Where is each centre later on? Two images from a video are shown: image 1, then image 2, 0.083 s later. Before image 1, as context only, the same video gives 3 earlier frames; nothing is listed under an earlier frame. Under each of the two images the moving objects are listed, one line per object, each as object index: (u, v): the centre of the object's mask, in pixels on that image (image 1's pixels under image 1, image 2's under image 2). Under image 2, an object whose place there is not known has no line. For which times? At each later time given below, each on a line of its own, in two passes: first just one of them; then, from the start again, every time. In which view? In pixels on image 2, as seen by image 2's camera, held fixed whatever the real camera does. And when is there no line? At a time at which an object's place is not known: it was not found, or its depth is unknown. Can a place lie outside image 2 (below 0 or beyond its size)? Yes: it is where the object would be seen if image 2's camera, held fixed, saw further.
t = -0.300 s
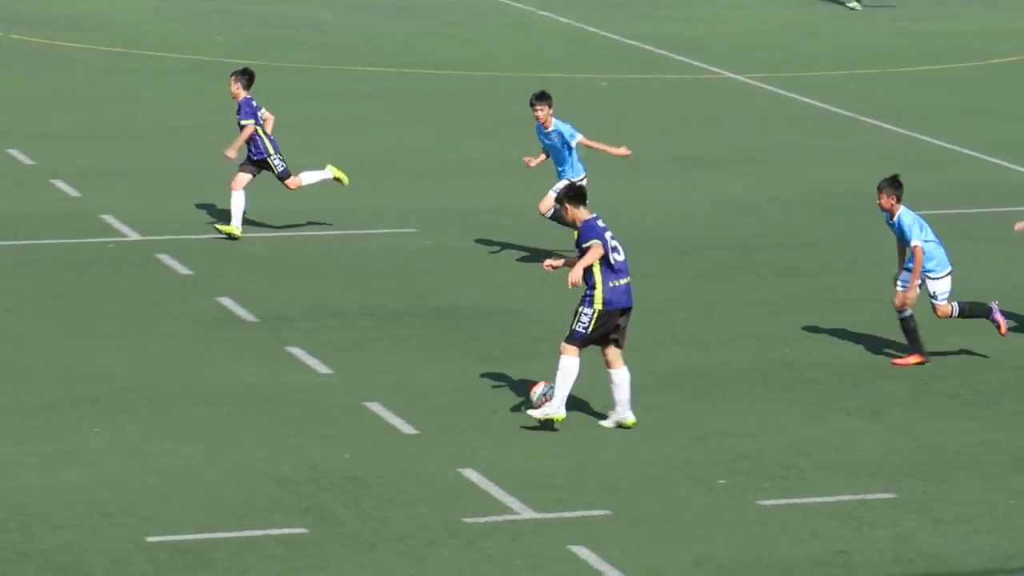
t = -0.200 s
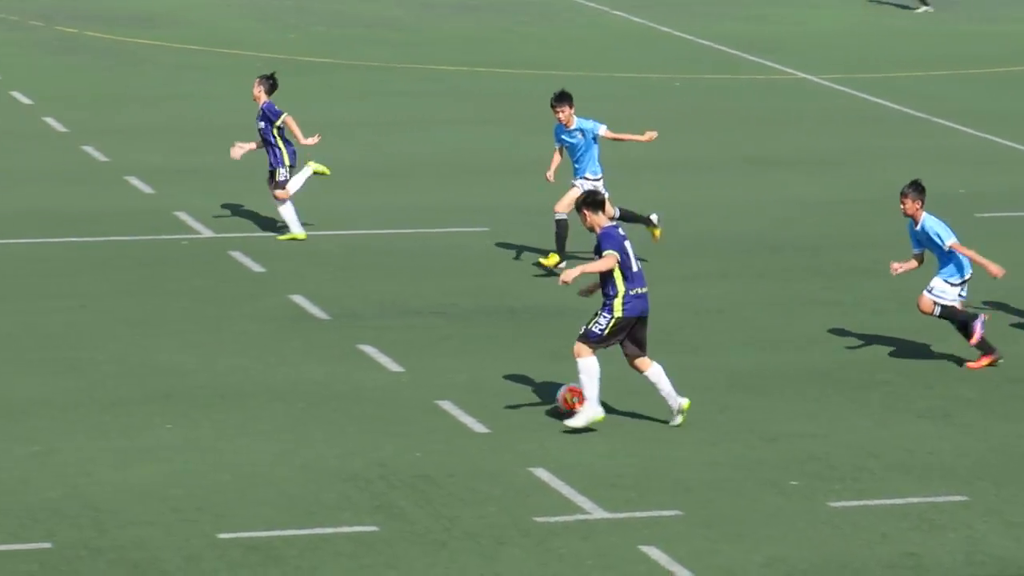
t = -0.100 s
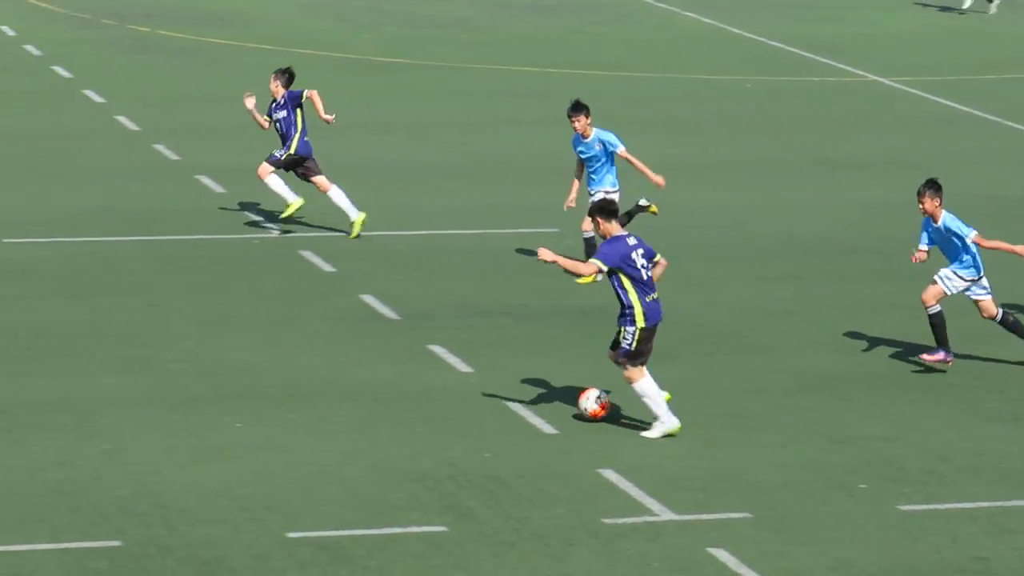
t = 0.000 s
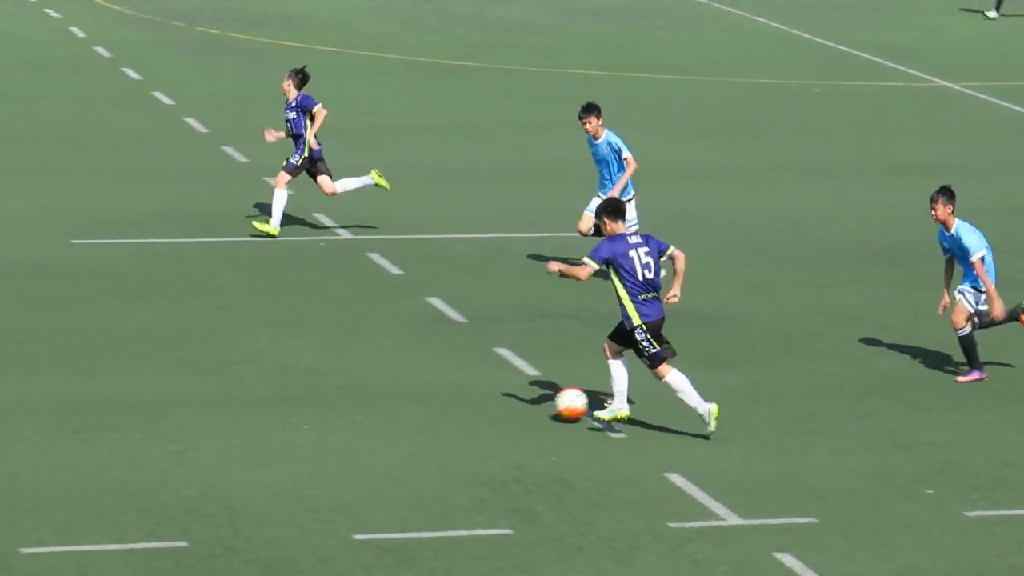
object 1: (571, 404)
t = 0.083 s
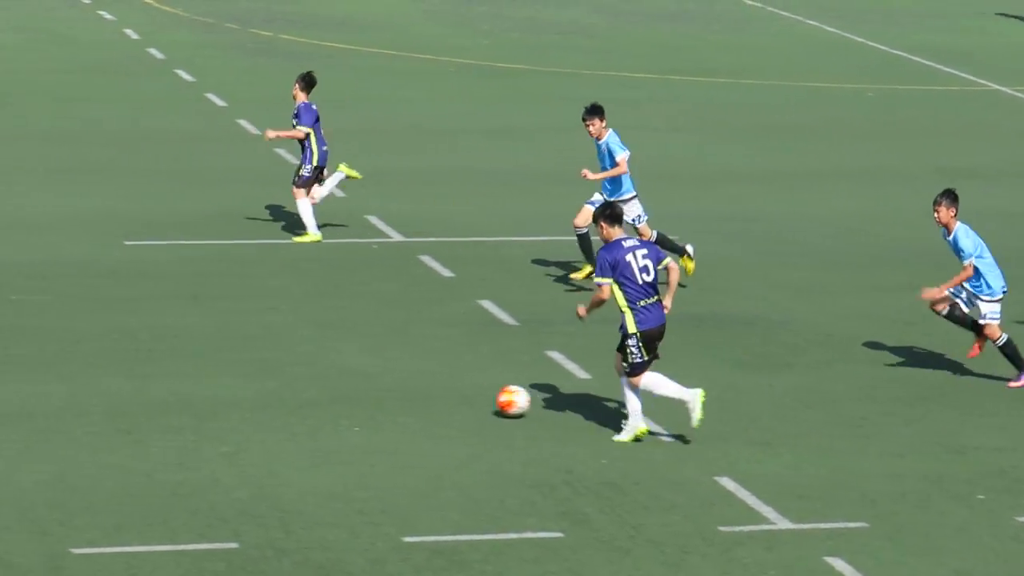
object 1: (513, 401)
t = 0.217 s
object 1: (355, 389)
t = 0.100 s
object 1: (493, 399)
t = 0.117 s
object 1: (473, 398)
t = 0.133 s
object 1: (453, 396)
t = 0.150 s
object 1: (433, 395)
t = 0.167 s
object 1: (413, 394)
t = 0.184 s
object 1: (392, 394)
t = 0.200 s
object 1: (373, 392)
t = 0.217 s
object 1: (355, 389)
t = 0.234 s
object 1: (336, 387)
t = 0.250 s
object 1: (318, 386)
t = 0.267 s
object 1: (299, 384)
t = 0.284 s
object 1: (280, 384)
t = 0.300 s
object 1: (262, 383)
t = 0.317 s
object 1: (243, 383)
